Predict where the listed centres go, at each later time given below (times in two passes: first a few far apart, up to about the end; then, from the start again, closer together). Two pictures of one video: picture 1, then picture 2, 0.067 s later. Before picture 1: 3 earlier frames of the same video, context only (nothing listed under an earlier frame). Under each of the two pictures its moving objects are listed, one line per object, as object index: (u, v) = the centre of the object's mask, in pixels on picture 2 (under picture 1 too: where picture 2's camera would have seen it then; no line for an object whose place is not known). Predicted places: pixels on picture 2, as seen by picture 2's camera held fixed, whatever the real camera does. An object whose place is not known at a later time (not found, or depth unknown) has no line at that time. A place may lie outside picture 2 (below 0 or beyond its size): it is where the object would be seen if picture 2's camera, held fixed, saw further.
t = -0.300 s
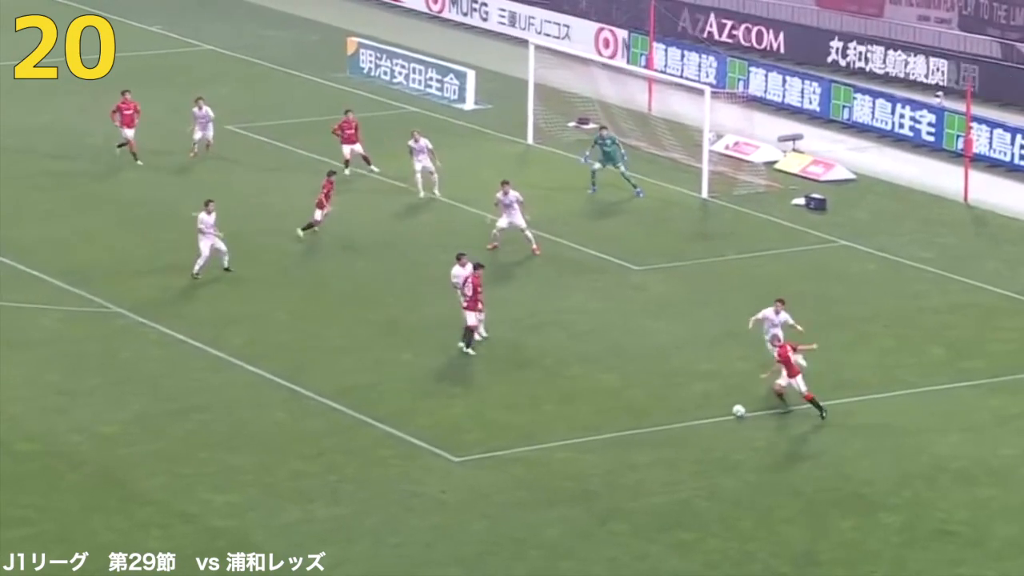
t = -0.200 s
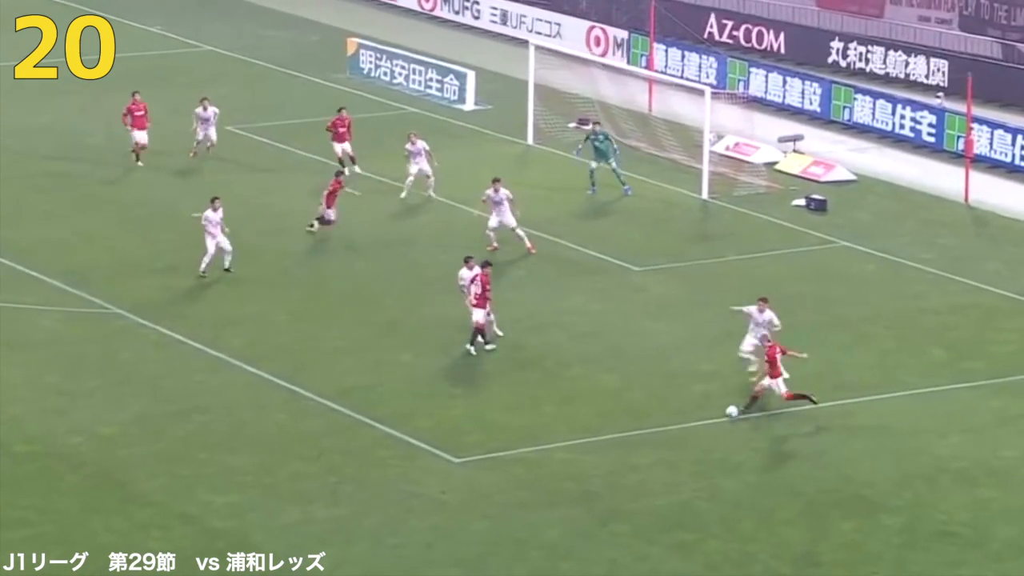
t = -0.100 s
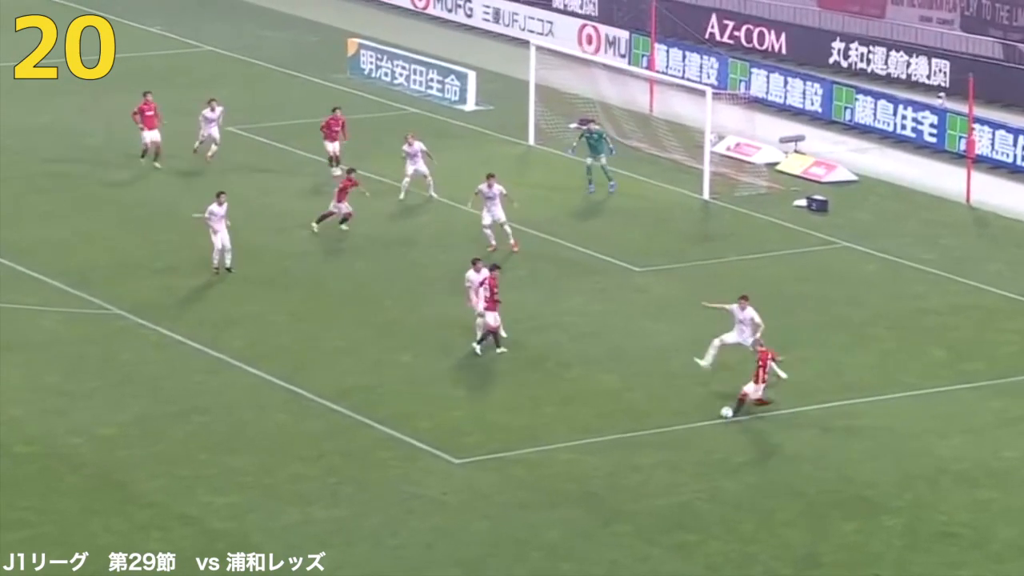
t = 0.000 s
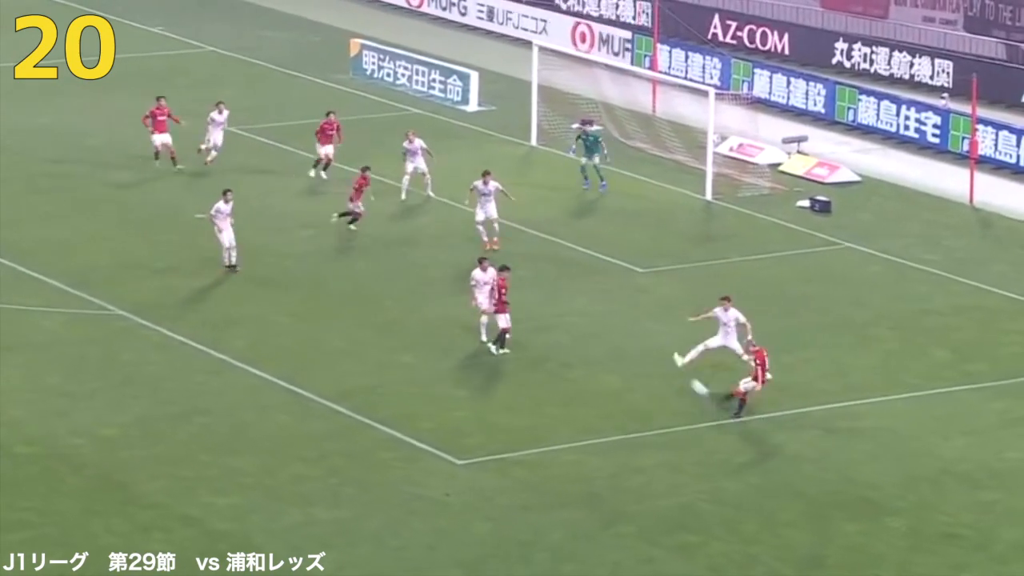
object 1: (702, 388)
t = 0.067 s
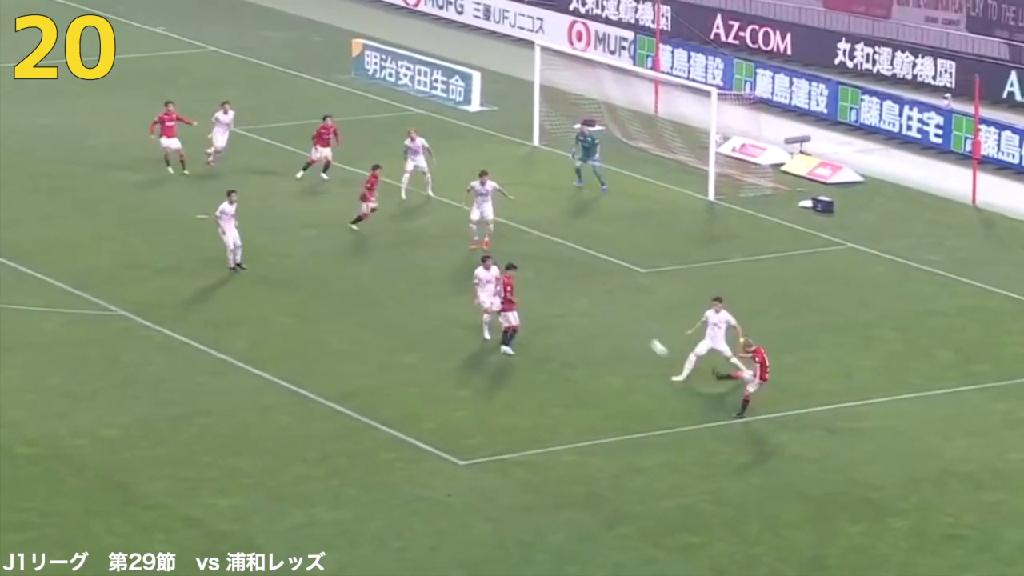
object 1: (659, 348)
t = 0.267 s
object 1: (549, 247)
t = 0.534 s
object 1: (439, 156)
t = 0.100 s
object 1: (638, 328)
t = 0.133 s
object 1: (619, 310)
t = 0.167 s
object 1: (600, 293)
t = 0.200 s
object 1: (582, 277)
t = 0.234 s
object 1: (565, 261)
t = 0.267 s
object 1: (549, 247)
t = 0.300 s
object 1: (533, 233)
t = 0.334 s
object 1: (517, 220)
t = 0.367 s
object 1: (504, 207)
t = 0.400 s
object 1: (490, 196)
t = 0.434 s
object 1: (475, 185)
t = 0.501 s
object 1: (450, 165)
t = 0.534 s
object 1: (439, 156)
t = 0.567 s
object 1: (428, 147)
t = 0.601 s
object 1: (417, 139)
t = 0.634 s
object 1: (406, 133)
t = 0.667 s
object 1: (396, 127)
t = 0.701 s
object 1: (386, 121)
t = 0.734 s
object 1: (377, 116)
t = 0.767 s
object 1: (367, 111)
